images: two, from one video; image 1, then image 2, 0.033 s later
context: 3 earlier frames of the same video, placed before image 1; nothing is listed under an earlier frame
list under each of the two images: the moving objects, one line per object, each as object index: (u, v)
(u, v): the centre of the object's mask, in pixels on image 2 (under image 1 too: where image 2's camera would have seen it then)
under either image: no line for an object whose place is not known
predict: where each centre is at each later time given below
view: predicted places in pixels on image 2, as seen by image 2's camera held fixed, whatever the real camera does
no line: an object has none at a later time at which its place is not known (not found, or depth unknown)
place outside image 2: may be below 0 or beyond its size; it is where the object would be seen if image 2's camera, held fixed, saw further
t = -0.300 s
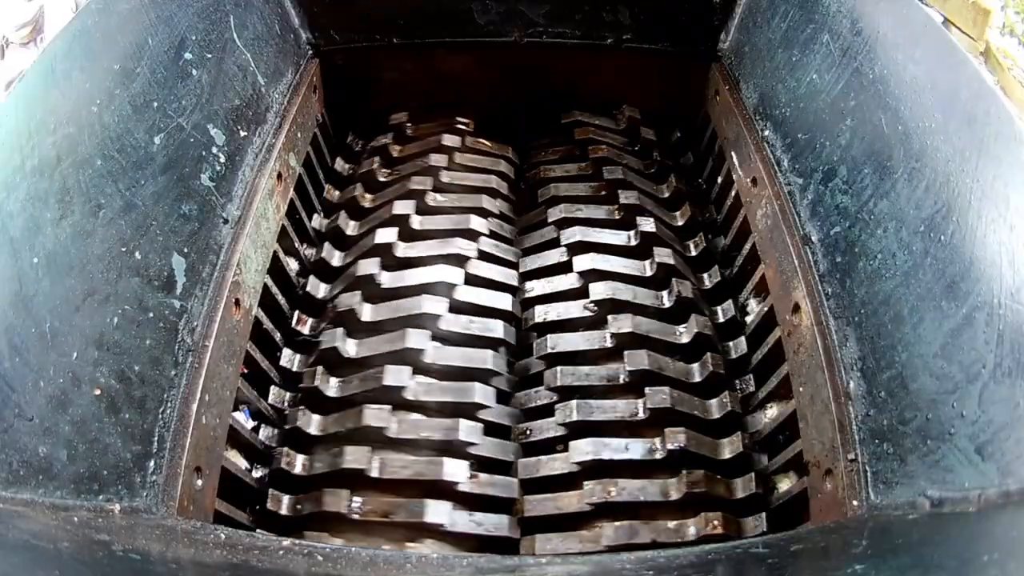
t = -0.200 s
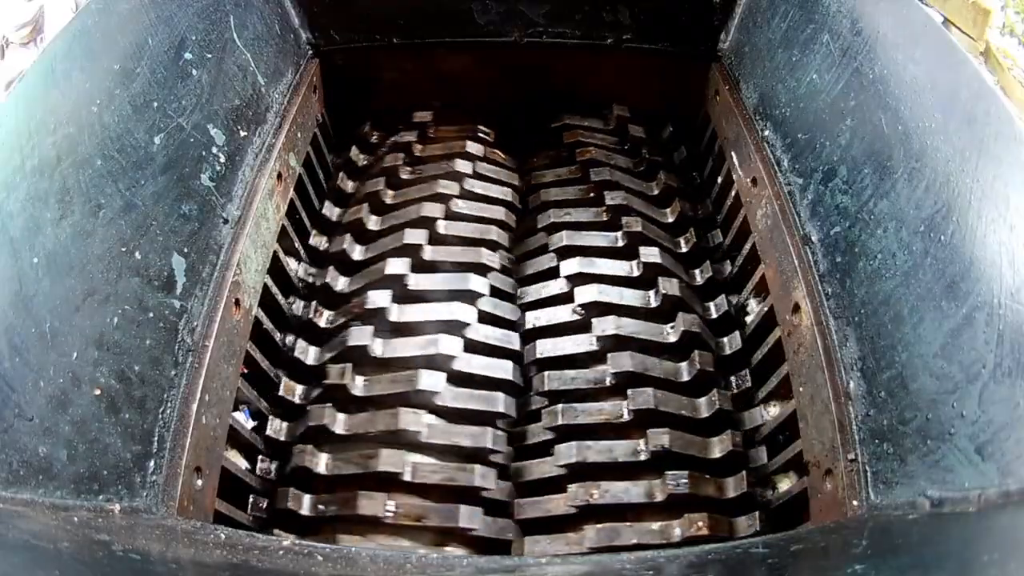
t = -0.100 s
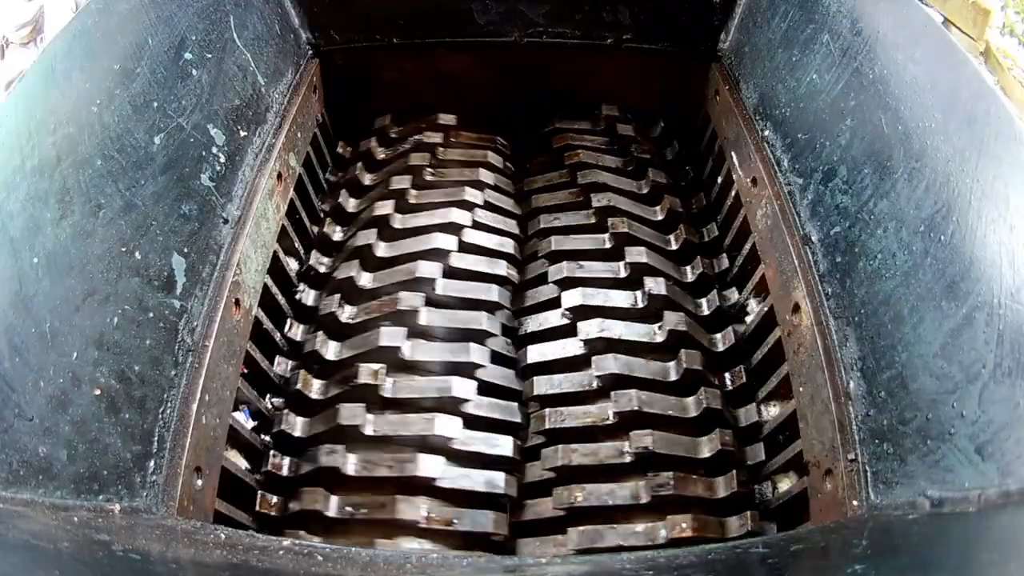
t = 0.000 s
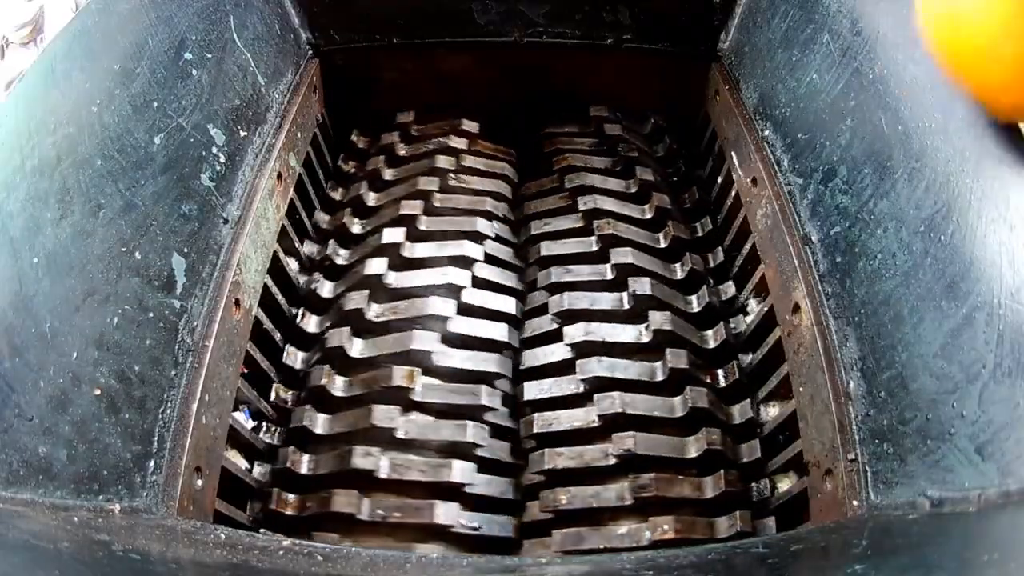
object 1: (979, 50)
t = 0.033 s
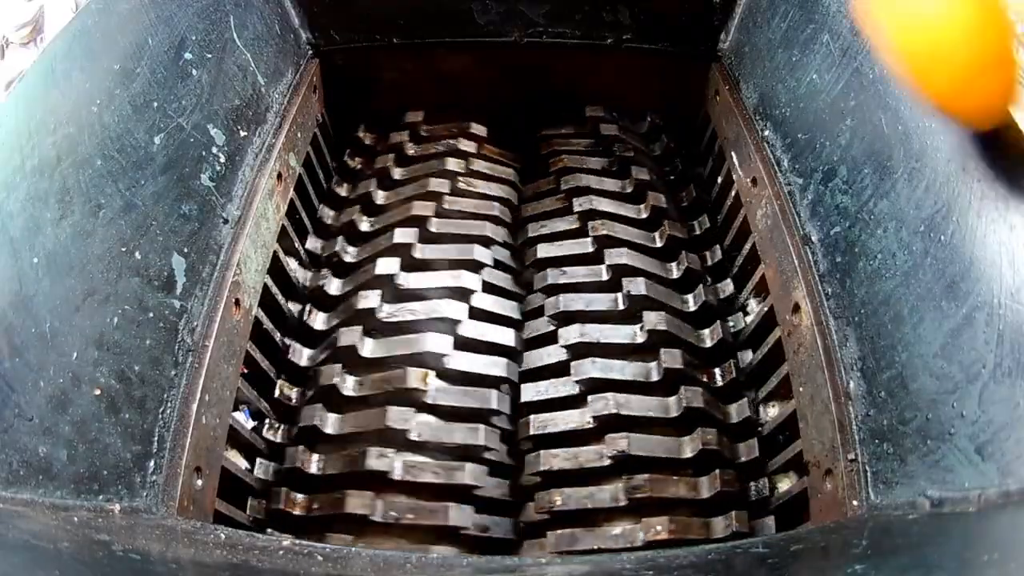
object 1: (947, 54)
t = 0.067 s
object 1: (882, 78)
